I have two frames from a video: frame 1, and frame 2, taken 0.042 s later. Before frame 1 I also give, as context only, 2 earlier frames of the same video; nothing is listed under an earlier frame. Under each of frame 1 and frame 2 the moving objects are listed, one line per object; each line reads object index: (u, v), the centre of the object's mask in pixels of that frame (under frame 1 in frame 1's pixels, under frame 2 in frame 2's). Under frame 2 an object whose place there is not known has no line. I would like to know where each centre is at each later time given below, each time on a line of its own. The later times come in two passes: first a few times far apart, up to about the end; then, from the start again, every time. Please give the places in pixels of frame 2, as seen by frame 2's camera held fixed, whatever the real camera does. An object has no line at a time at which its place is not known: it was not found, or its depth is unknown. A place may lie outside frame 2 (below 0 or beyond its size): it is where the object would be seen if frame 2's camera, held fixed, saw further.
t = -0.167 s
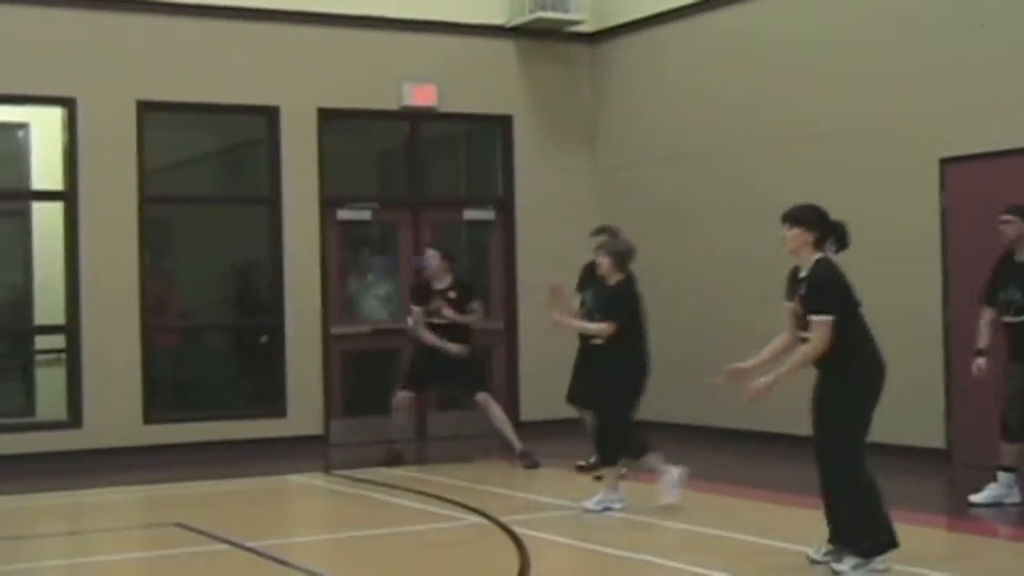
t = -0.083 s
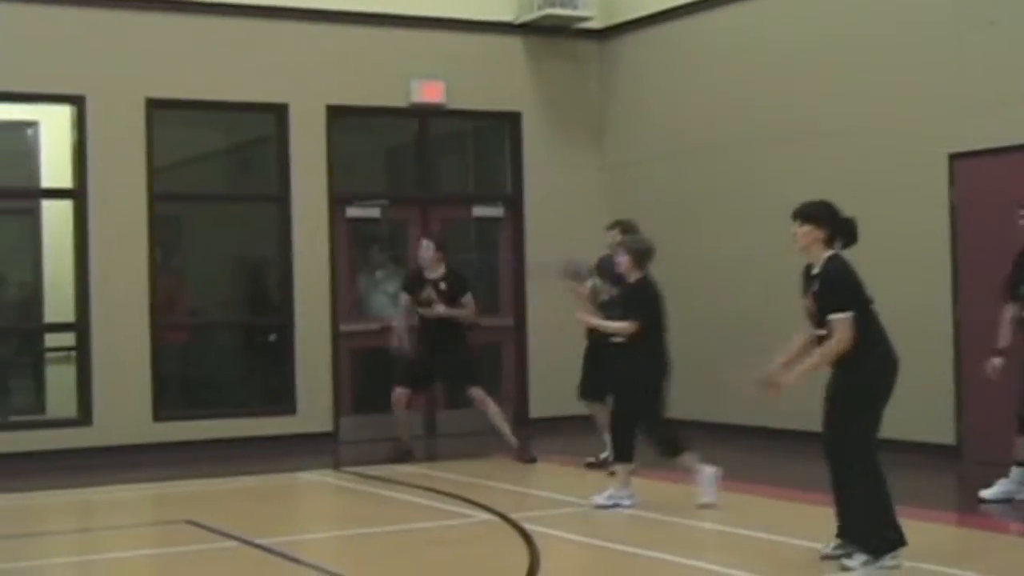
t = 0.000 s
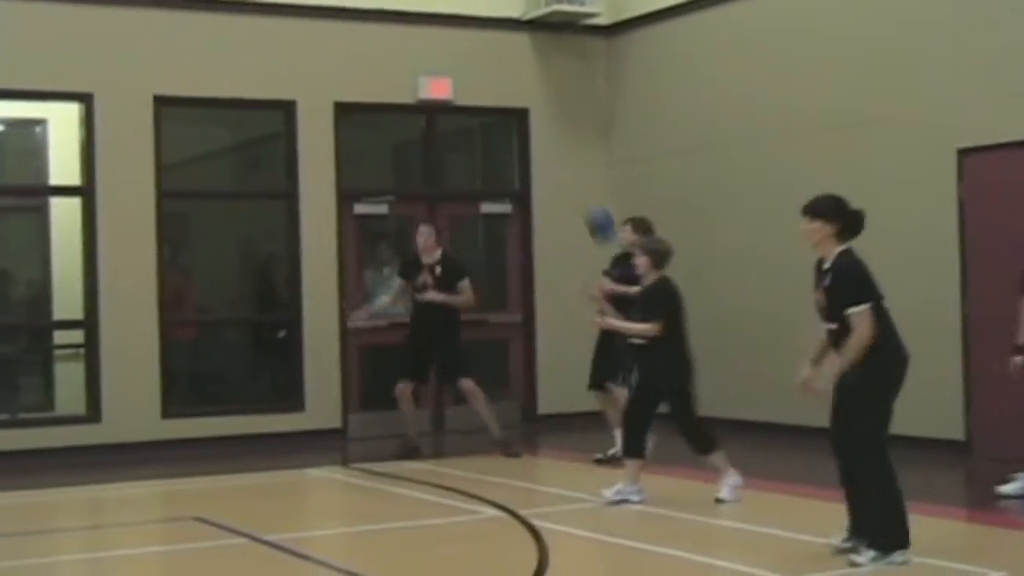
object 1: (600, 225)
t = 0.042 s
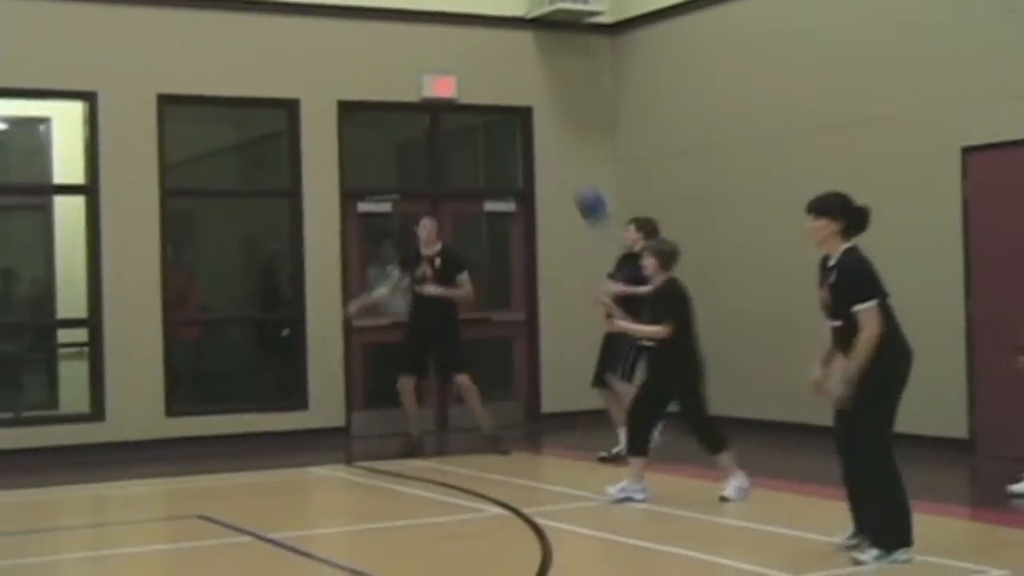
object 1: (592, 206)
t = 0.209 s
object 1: (541, 151)
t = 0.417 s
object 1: (483, 131)
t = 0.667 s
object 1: (407, 190)
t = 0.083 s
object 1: (577, 188)
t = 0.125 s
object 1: (566, 175)
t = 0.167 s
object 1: (553, 160)
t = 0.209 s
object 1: (541, 151)
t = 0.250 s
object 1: (530, 141)
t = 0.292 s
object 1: (515, 135)
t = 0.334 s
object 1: (503, 131)
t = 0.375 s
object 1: (493, 130)
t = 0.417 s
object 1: (483, 131)
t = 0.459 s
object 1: (471, 135)
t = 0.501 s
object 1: (456, 141)
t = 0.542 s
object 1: (443, 150)
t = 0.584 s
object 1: (431, 159)
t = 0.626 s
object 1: (421, 171)
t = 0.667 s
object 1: (407, 190)
